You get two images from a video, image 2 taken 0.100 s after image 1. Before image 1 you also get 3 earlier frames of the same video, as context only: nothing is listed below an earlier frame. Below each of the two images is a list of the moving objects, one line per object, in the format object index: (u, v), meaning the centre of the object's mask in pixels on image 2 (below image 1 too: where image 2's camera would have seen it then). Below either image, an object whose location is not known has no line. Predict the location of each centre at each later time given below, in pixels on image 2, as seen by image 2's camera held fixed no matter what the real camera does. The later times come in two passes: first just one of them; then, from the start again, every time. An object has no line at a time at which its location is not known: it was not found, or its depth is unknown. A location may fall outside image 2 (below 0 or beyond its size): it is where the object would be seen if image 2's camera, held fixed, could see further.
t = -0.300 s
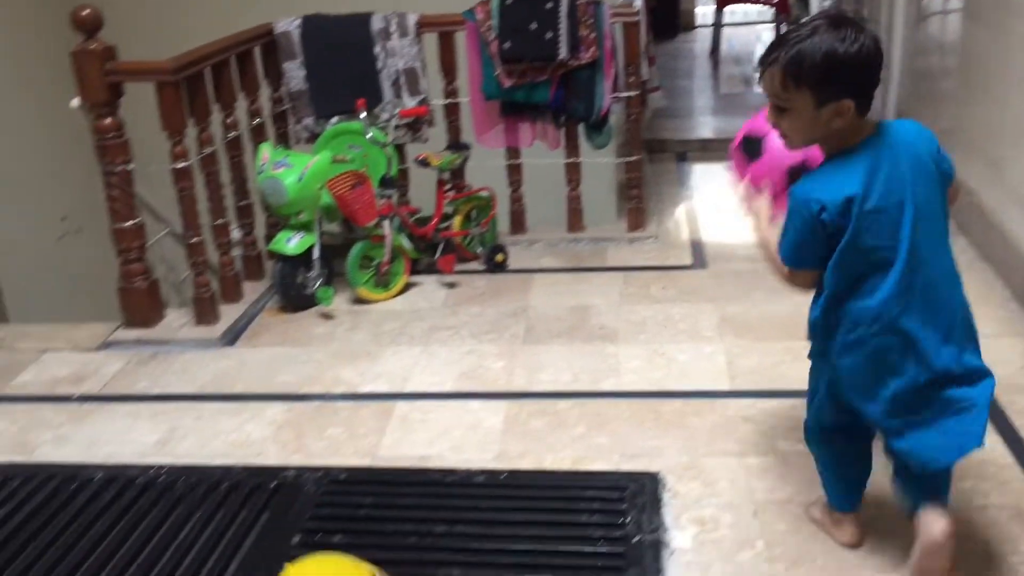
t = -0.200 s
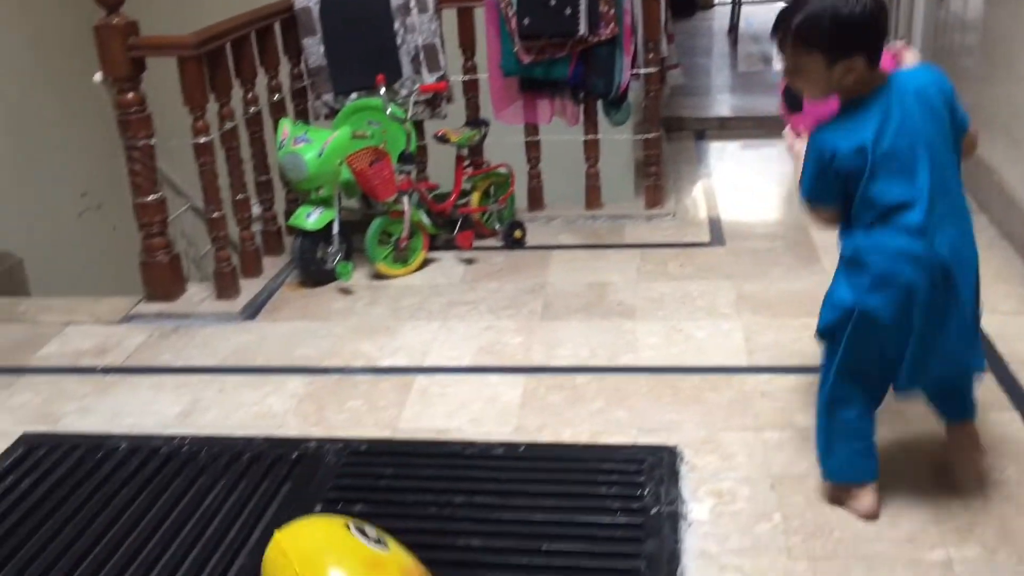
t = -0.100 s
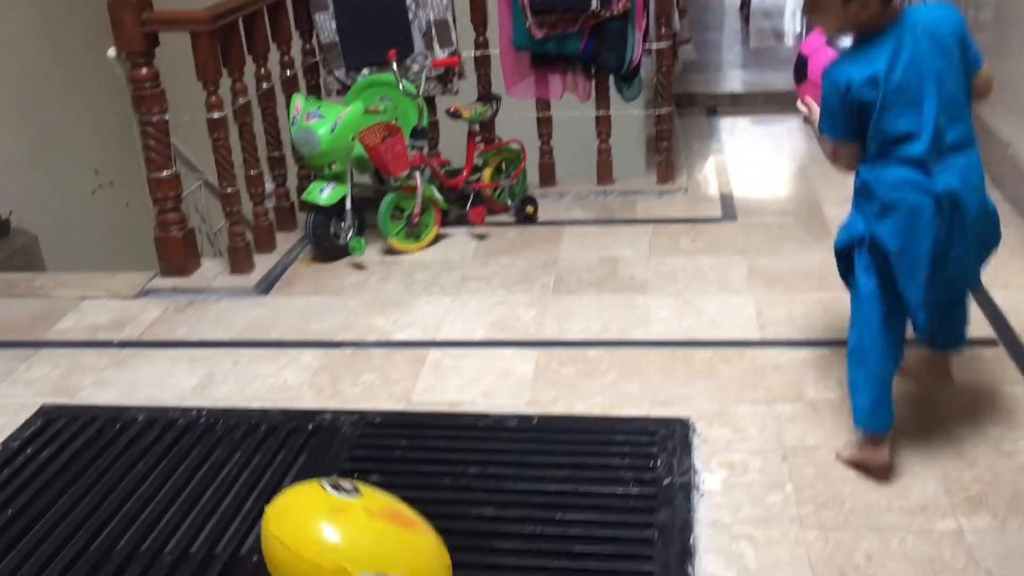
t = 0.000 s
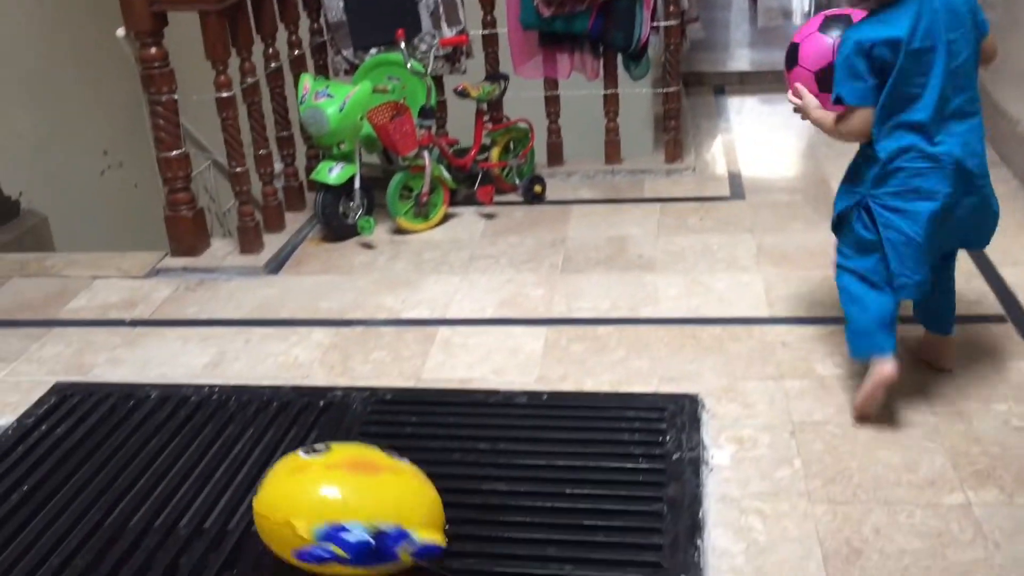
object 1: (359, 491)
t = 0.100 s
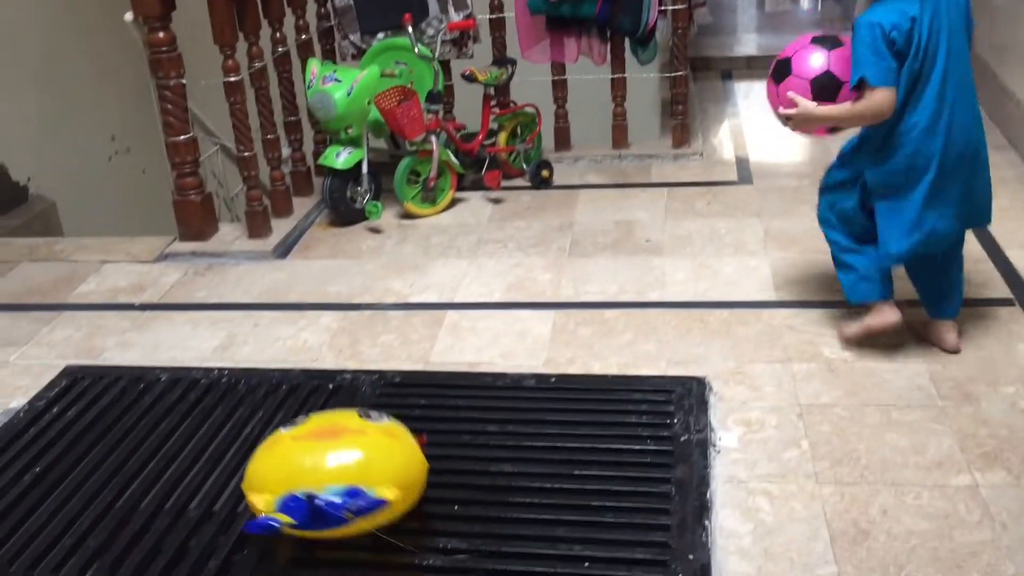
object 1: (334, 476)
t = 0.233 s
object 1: (301, 457)
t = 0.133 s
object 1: (325, 470)
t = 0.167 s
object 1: (317, 466)
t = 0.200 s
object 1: (308, 462)
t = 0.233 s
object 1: (301, 457)
